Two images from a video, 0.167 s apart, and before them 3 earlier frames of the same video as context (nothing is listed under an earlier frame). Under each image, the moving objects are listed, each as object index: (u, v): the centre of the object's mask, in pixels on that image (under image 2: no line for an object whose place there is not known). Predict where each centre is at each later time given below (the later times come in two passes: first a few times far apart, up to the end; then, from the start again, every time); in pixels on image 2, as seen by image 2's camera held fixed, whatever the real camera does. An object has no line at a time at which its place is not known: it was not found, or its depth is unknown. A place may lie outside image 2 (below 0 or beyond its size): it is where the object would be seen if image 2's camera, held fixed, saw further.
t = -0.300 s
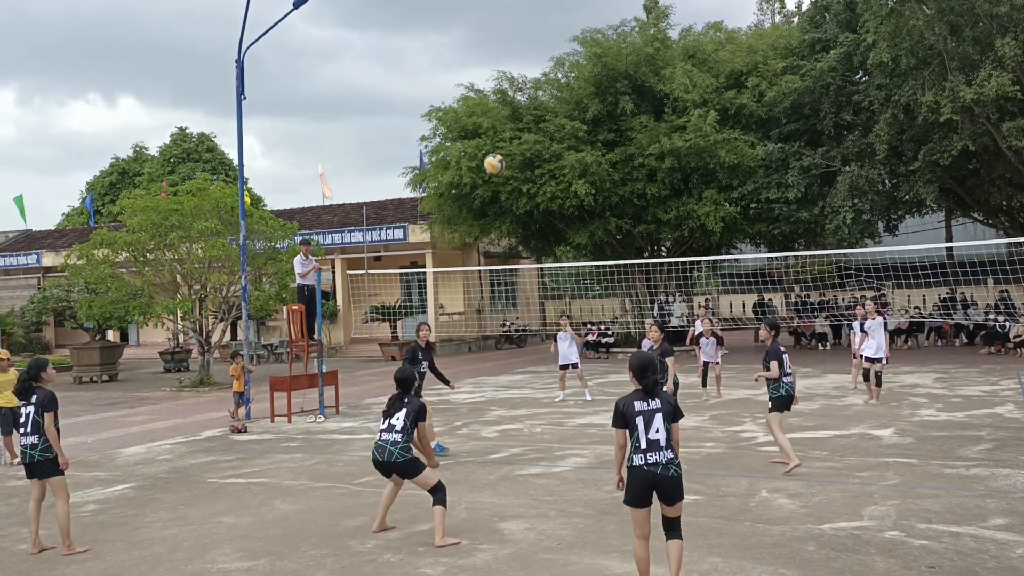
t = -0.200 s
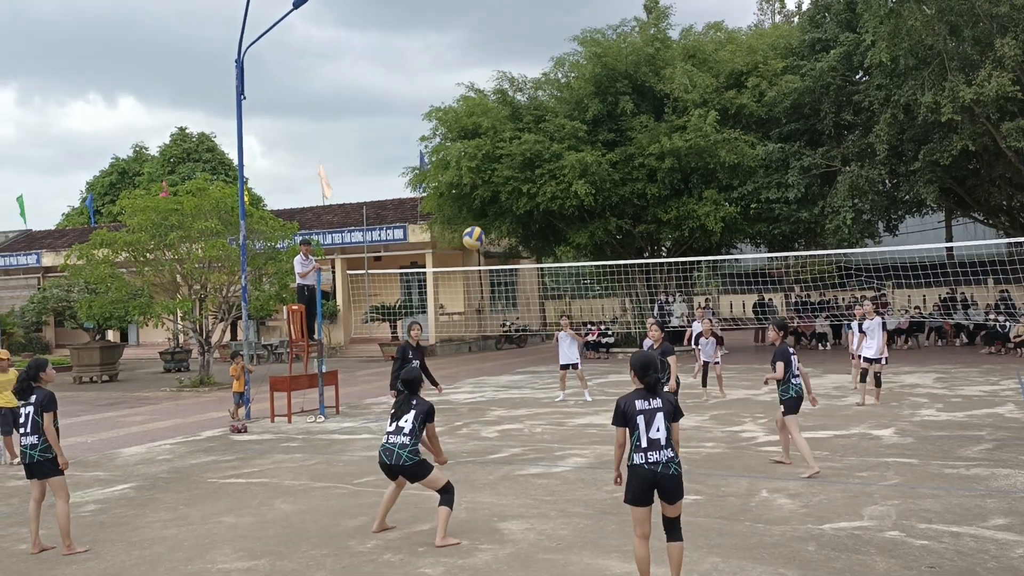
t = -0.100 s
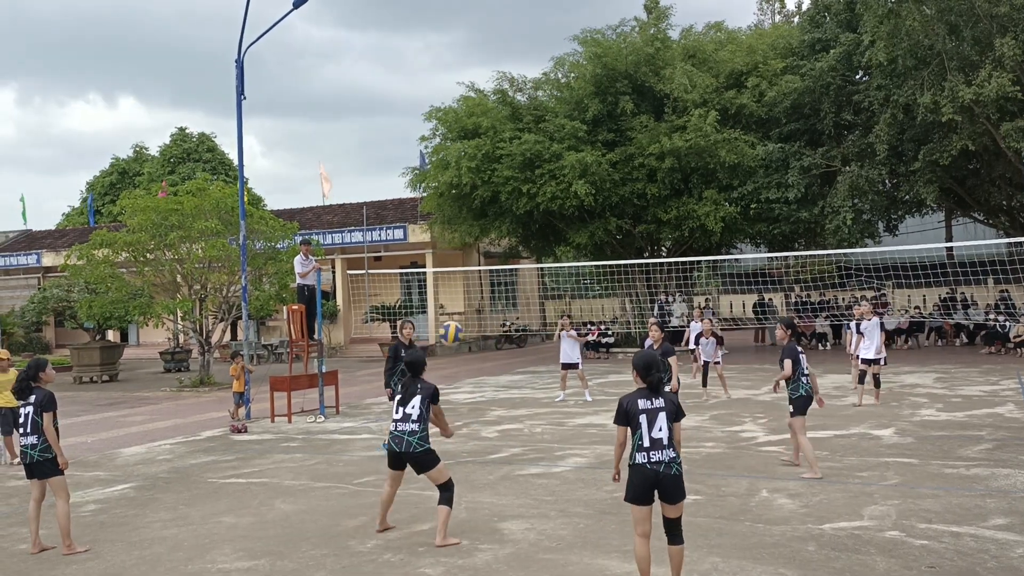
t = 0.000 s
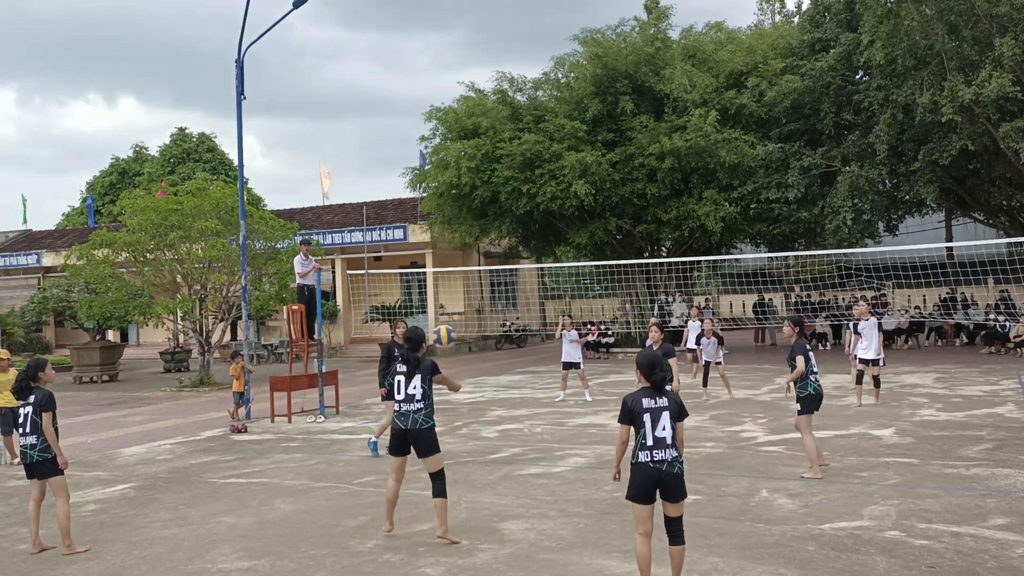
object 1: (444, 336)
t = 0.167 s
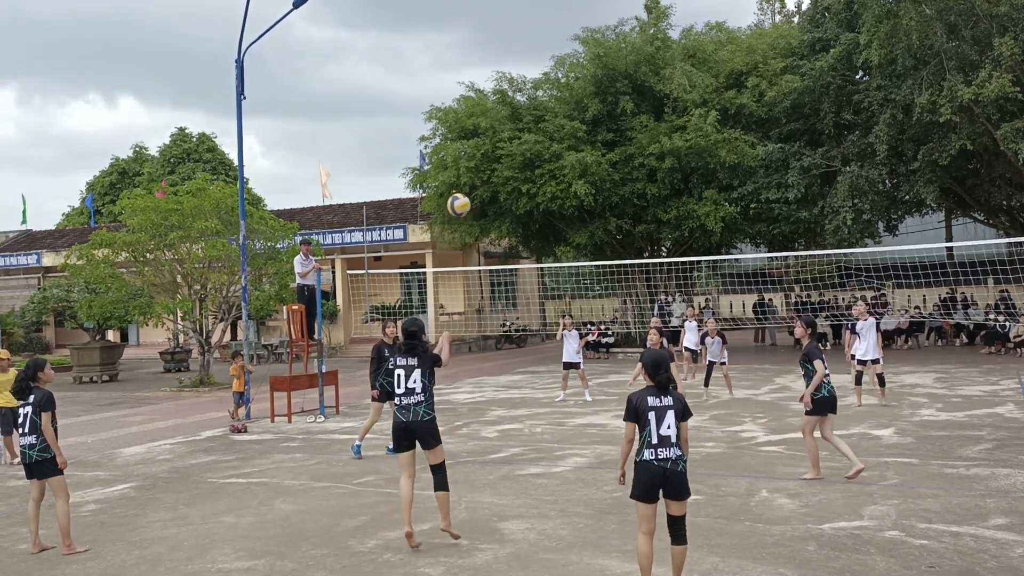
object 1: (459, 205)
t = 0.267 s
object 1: (467, 147)
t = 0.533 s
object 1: (492, 56)
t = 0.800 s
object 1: (519, 44)
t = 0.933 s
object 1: (533, 63)
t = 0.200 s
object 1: (462, 184)
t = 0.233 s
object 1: (465, 164)
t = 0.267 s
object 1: (467, 147)
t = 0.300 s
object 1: (470, 130)
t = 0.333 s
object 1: (473, 116)
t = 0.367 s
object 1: (476, 102)
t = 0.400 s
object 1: (479, 90)
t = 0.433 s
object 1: (482, 80)
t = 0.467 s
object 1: (485, 70)
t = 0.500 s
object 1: (489, 62)
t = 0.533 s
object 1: (492, 56)
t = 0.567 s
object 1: (495, 50)
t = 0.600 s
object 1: (498, 46)
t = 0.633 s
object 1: (502, 43)
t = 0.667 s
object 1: (505, 41)
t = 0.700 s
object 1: (509, 40)
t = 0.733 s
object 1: (512, 40)
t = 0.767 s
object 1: (515, 41)
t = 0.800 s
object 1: (519, 44)
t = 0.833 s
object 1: (522, 47)
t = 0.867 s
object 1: (526, 51)
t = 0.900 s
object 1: (530, 57)
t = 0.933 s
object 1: (533, 63)
